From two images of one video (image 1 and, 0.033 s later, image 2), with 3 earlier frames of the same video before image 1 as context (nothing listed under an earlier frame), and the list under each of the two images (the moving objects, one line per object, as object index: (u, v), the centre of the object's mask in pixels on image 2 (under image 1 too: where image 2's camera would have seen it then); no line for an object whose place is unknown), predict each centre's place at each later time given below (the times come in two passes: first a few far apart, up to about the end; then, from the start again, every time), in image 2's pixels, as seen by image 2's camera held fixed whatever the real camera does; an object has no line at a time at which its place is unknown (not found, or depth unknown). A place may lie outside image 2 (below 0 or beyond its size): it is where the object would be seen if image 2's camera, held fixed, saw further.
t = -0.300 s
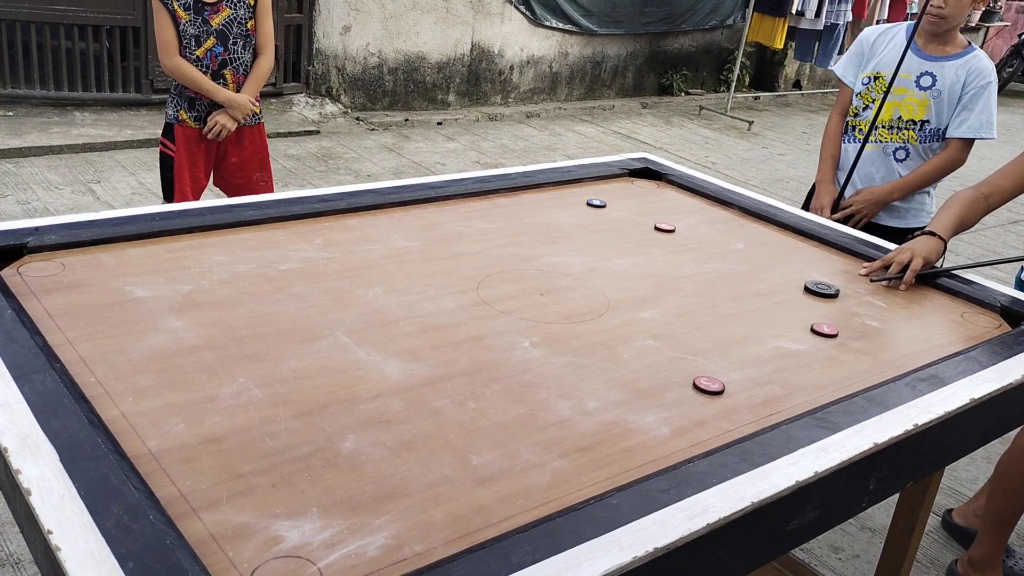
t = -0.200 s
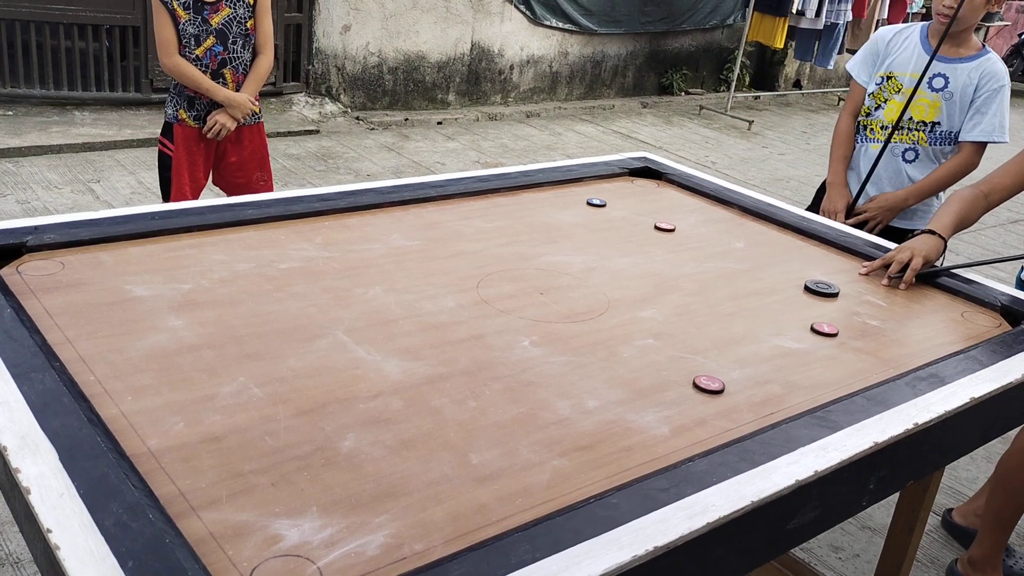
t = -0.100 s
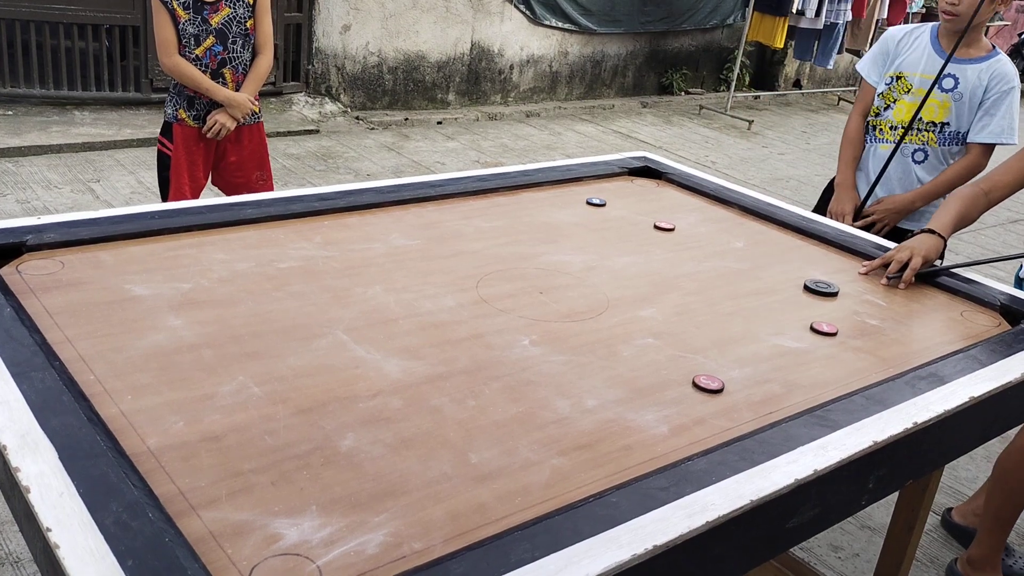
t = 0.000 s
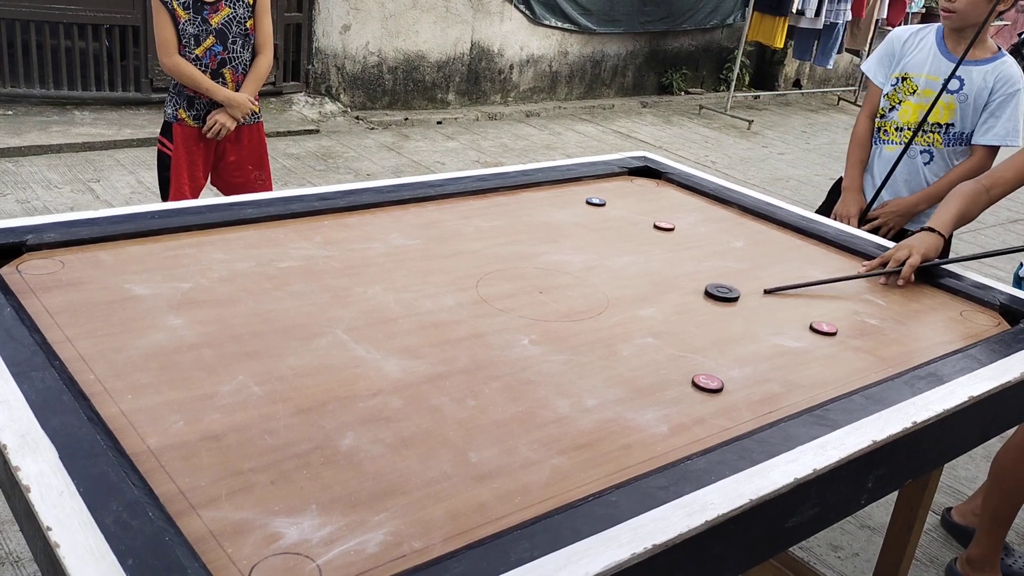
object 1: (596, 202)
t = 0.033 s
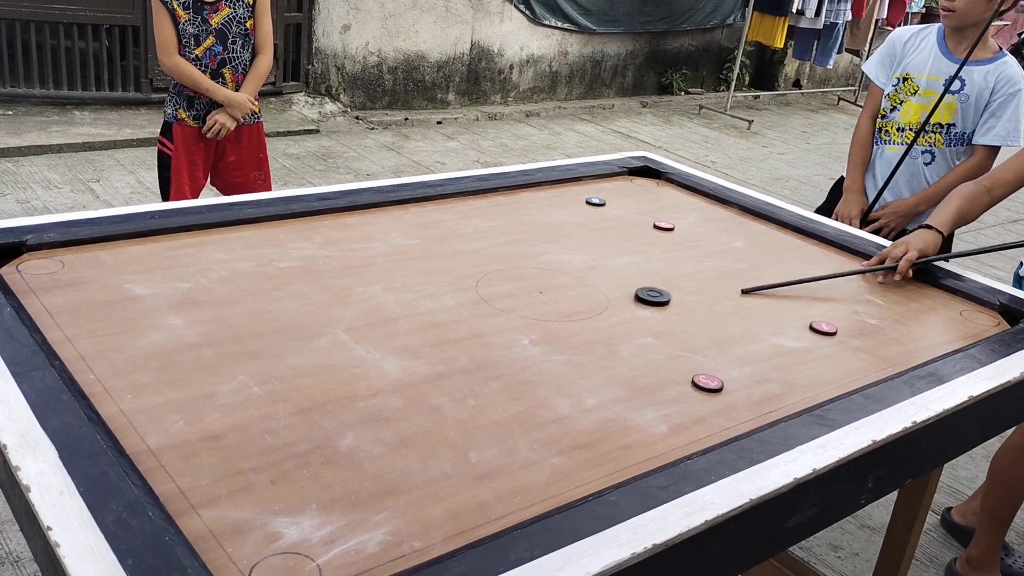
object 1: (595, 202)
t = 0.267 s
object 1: (595, 202)
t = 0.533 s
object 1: (596, 201)
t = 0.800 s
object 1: (706, 218)
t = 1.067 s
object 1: (783, 252)
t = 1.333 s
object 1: (792, 293)
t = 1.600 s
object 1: (790, 323)
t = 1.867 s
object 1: (769, 332)
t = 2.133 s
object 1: (763, 335)
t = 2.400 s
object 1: (764, 336)
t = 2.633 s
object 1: (764, 336)
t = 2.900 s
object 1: (764, 336)
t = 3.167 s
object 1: (764, 336)
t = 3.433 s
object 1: (764, 336)
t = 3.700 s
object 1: (764, 336)
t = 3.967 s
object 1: (764, 336)
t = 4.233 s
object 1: (764, 336)
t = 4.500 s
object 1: (764, 336)
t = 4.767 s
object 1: (764, 336)
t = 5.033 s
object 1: (765, 336)
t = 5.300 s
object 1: (765, 336)
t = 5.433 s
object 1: (765, 336)
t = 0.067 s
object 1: (596, 202)
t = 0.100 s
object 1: (596, 202)
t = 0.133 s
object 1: (596, 202)
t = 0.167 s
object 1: (596, 202)
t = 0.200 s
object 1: (595, 202)
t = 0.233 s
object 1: (595, 202)
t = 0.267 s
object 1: (595, 202)
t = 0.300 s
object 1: (595, 202)
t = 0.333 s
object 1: (596, 202)
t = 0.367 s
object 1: (596, 202)
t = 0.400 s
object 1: (595, 202)
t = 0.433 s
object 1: (595, 202)
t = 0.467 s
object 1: (596, 202)
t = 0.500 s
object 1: (596, 201)
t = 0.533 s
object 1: (596, 201)
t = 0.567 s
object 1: (596, 201)
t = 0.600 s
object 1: (596, 201)
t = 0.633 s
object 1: (596, 201)
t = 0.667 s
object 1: (613, 204)
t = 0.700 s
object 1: (637, 207)
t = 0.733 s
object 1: (660, 211)
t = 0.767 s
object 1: (683, 214)
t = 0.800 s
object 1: (706, 218)
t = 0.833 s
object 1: (728, 221)
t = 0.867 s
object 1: (750, 224)
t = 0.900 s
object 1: (772, 226)
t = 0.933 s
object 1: (778, 231)
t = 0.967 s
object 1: (779, 236)
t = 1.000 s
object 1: (780, 242)
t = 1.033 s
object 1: (782, 247)
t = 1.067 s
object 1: (783, 252)
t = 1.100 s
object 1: (784, 257)
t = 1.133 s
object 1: (785, 262)
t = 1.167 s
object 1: (787, 267)
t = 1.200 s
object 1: (788, 273)
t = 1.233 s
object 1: (789, 278)
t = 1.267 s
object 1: (790, 283)
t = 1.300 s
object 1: (791, 288)
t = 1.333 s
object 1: (792, 293)
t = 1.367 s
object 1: (794, 298)
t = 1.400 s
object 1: (795, 302)
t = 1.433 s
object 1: (796, 307)
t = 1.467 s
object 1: (797, 312)
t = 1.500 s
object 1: (798, 316)
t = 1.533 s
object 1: (797, 319)
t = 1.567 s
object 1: (793, 321)
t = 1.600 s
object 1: (790, 323)
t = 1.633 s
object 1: (787, 324)
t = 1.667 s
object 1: (783, 326)
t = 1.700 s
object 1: (781, 327)
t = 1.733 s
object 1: (778, 329)
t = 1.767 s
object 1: (775, 330)
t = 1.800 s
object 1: (773, 331)
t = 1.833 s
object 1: (771, 332)
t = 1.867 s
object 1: (769, 332)
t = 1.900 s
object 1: (767, 333)
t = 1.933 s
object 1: (765, 334)
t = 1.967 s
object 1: (764, 334)
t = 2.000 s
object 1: (763, 334)
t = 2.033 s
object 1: (763, 335)
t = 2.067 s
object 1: (763, 335)
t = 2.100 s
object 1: (762, 335)
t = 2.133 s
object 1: (763, 335)
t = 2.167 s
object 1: (763, 335)
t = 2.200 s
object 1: (763, 336)
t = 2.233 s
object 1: (764, 336)
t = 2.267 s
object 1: (764, 336)
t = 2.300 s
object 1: (764, 336)
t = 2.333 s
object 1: (764, 336)
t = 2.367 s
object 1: (764, 336)
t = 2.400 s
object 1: (764, 336)
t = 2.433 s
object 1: (764, 336)
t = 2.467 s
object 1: (764, 336)
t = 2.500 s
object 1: (764, 336)
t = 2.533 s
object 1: (764, 336)
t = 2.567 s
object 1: (764, 336)
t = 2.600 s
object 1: (764, 336)
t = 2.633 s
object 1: (764, 336)
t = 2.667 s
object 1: (764, 336)
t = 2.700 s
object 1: (765, 336)
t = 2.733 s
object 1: (764, 336)
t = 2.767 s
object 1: (764, 336)
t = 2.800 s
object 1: (764, 336)
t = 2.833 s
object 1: (764, 336)
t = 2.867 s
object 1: (764, 335)
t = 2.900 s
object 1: (764, 336)
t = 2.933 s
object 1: (764, 336)
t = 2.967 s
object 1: (764, 336)
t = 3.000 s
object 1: (764, 336)
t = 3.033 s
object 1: (764, 336)
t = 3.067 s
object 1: (764, 336)
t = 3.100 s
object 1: (764, 336)
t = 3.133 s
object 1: (764, 336)
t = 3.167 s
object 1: (764, 336)
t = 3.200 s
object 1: (764, 336)
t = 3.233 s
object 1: (764, 336)
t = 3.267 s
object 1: (764, 336)
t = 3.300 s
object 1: (764, 336)
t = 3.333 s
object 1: (764, 336)
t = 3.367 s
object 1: (764, 336)
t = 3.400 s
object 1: (764, 336)
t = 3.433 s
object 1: (764, 336)
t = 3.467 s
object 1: (764, 336)
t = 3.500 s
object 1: (764, 336)
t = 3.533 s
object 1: (764, 336)
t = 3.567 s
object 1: (764, 336)
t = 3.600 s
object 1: (764, 336)
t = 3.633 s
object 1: (764, 336)
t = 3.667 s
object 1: (764, 336)
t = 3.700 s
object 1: (764, 336)
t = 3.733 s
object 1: (764, 336)
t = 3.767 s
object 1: (764, 336)
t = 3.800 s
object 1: (764, 336)
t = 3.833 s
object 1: (764, 336)
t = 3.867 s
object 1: (764, 336)
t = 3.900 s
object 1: (764, 336)
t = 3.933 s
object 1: (764, 336)
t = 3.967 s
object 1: (764, 336)
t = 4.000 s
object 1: (764, 336)
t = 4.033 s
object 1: (764, 336)
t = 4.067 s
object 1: (764, 336)
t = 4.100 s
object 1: (764, 336)
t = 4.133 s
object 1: (764, 336)
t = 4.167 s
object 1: (764, 336)
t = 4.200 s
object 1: (764, 336)
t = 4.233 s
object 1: (764, 336)
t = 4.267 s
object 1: (764, 336)
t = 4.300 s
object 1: (764, 336)
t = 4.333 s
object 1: (764, 336)
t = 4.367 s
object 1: (764, 336)
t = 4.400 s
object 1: (764, 336)
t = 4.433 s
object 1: (764, 336)
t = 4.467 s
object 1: (764, 336)
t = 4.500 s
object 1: (764, 336)
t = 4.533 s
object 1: (764, 336)
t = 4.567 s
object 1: (764, 336)
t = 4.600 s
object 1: (764, 336)
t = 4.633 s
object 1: (765, 336)
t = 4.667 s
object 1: (764, 336)
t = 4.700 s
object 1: (764, 336)
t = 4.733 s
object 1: (764, 336)
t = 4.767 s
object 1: (764, 336)
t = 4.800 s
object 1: (764, 336)
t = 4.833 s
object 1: (764, 336)
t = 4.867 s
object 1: (764, 336)
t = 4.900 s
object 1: (764, 336)
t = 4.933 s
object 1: (764, 336)
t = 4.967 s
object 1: (765, 336)
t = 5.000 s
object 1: (765, 336)
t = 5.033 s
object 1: (765, 336)
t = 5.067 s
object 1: (765, 336)
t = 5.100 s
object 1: (765, 336)
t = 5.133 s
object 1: (765, 336)
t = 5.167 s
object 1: (765, 336)
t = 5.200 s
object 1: (764, 336)
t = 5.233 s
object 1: (765, 336)
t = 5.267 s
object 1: (765, 336)
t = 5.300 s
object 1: (765, 336)
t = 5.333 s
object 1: (765, 336)
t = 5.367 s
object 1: (765, 336)
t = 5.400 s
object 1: (765, 336)
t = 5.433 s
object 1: (765, 336)
